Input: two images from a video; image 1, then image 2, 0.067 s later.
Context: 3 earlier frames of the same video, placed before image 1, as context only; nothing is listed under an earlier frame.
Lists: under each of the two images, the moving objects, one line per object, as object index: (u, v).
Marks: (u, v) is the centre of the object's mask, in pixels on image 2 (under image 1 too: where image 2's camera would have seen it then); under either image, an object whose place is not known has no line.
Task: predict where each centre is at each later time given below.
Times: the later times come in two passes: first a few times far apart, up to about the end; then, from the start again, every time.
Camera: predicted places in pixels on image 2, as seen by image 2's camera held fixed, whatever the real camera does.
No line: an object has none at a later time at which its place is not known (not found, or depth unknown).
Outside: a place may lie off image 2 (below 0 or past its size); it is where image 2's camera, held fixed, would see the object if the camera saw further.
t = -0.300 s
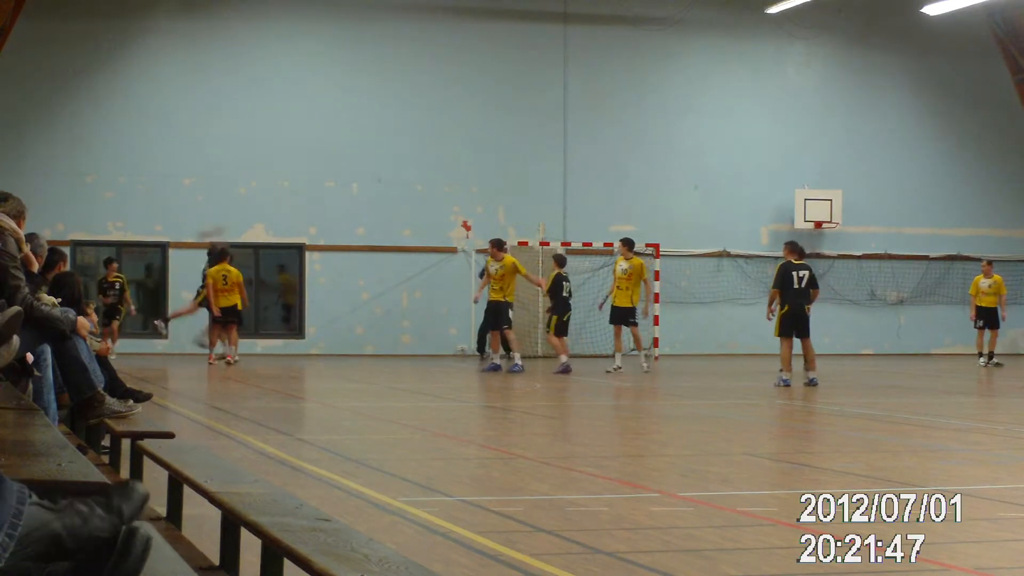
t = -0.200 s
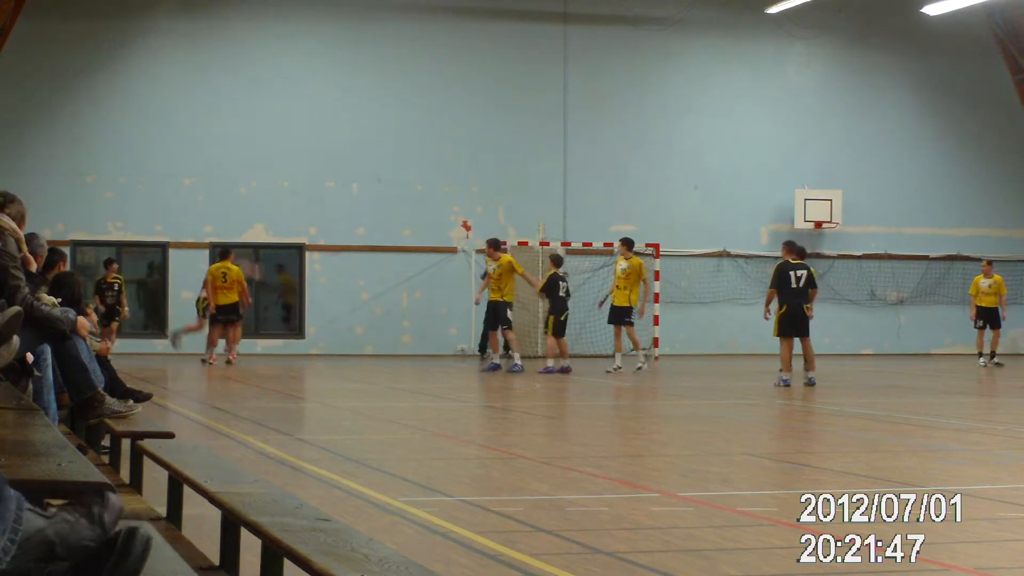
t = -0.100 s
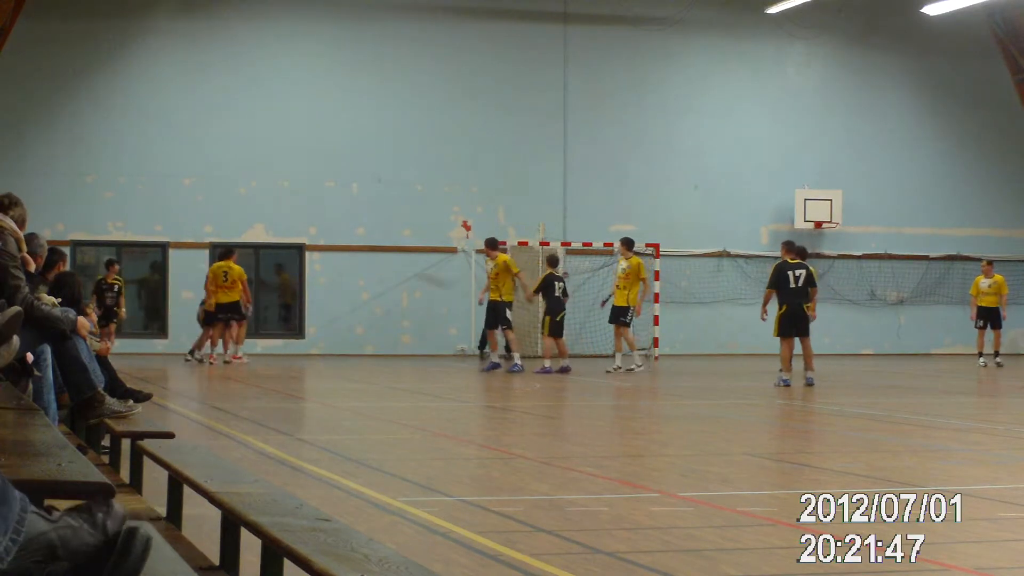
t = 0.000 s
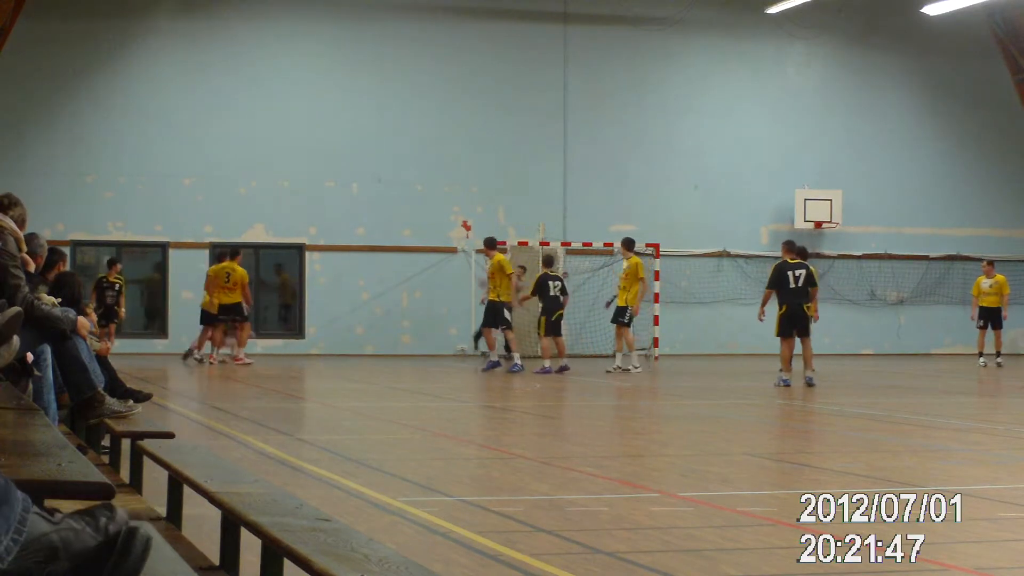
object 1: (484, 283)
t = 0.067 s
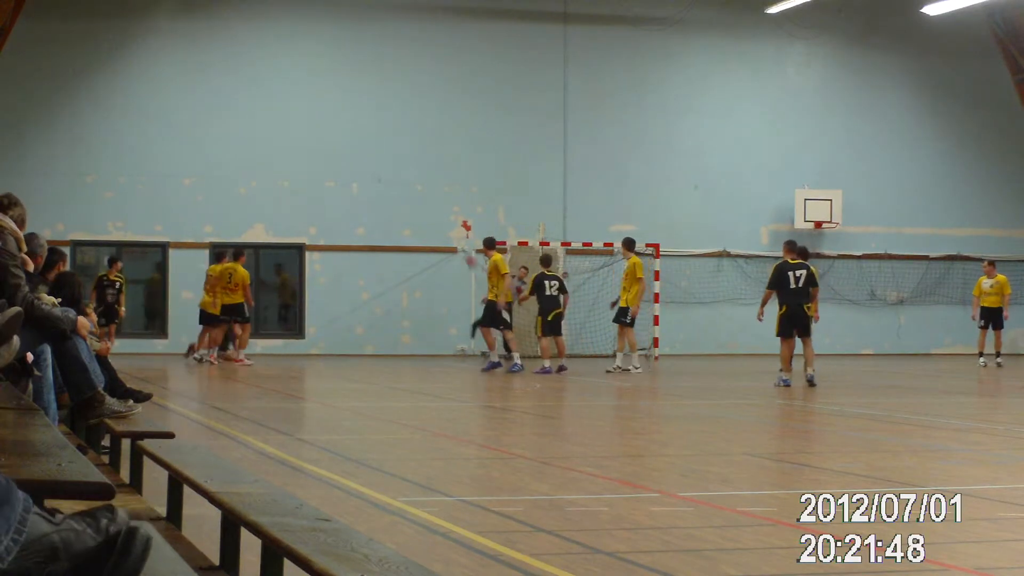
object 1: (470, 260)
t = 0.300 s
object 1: (413, 195)
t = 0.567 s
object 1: (348, 160)
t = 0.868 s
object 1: (262, 173)
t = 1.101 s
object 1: (189, 228)
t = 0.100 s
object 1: (463, 250)
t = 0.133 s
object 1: (455, 239)
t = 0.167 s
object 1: (446, 230)
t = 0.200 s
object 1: (439, 221)
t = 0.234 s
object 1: (431, 213)
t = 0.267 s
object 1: (423, 205)
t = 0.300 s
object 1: (413, 195)
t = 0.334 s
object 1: (405, 190)
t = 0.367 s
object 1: (397, 183)
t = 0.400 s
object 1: (389, 178)
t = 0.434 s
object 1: (381, 174)
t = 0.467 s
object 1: (373, 169)
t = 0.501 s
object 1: (364, 165)
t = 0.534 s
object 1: (356, 162)
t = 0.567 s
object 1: (348, 160)
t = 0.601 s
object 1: (338, 158)
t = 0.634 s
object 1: (329, 158)
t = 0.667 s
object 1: (320, 158)
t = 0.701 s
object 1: (311, 158)
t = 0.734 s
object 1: (302, 160)
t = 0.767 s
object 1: (292, 162)
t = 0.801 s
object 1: (282, 165)
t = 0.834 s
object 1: (272, 168)
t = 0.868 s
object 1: (262, 173)
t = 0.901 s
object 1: (253, 178)
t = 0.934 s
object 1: (243, 184)
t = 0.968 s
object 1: (232, 192)
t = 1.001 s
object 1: (221, 199)
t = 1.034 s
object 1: (210, 208)
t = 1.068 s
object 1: (200, 218)
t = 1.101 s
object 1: (189, 228)
